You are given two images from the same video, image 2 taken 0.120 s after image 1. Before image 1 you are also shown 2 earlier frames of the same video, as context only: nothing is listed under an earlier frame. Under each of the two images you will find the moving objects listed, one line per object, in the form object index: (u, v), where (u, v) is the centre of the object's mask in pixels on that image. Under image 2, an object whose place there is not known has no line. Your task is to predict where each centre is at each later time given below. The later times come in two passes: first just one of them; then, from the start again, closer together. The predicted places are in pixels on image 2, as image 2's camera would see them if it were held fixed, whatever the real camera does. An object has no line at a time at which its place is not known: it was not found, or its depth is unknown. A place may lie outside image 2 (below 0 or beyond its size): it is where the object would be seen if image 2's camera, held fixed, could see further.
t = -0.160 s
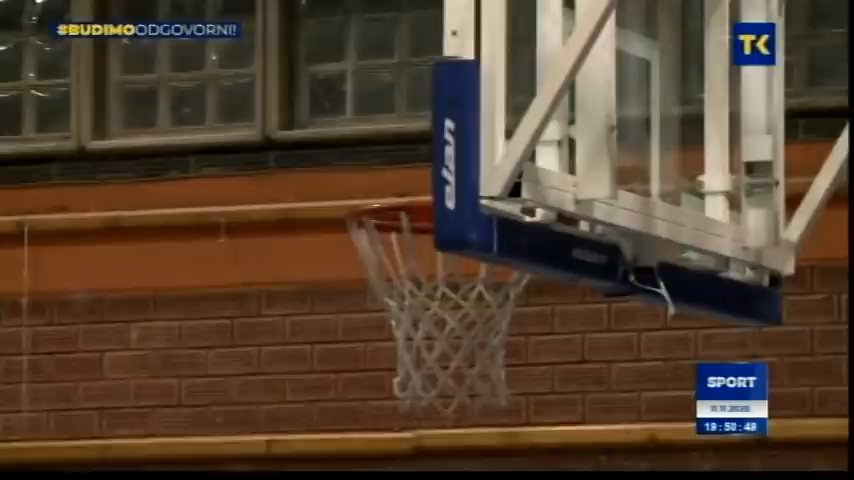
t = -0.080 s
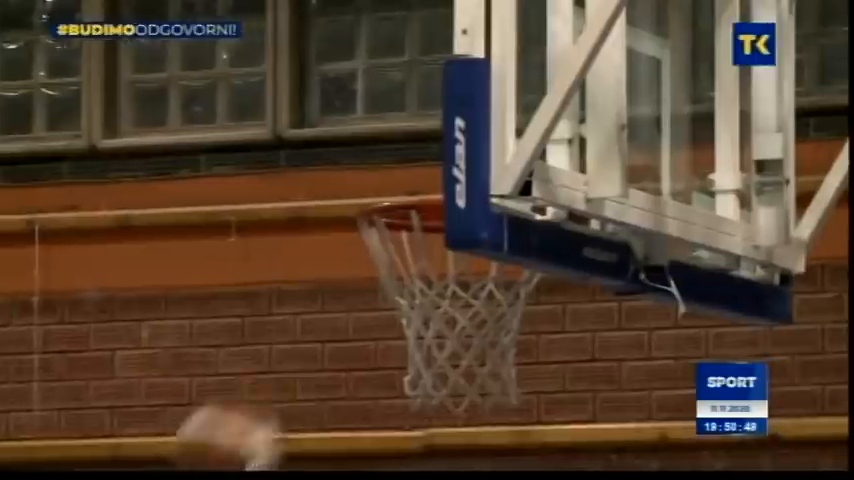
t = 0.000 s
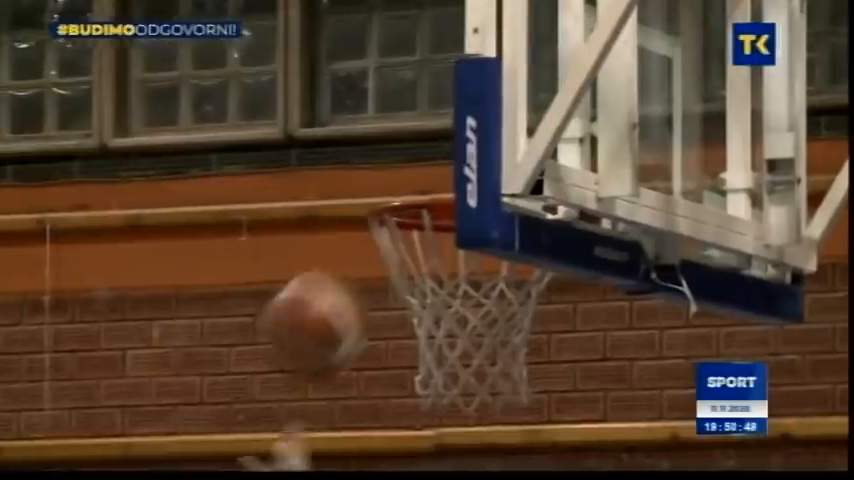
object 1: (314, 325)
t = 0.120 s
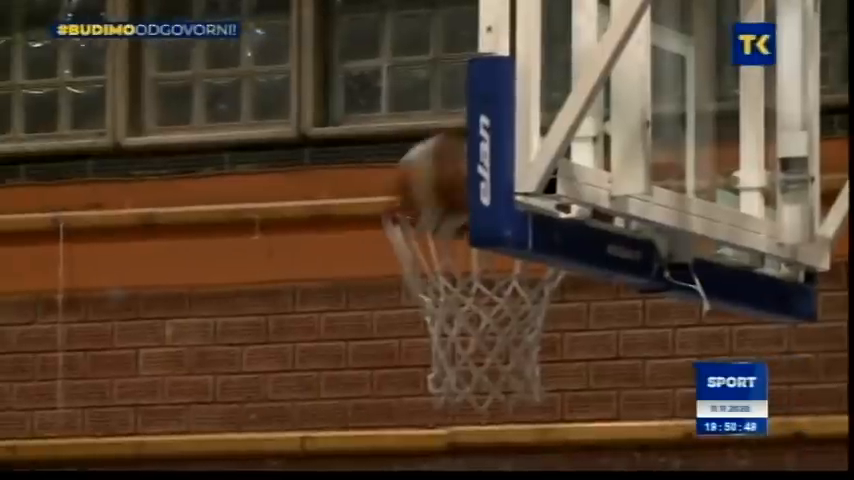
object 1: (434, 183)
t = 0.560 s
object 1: (439, 173)
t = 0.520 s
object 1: (435, 162)
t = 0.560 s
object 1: (439, 173)
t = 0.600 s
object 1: (451, 181)
